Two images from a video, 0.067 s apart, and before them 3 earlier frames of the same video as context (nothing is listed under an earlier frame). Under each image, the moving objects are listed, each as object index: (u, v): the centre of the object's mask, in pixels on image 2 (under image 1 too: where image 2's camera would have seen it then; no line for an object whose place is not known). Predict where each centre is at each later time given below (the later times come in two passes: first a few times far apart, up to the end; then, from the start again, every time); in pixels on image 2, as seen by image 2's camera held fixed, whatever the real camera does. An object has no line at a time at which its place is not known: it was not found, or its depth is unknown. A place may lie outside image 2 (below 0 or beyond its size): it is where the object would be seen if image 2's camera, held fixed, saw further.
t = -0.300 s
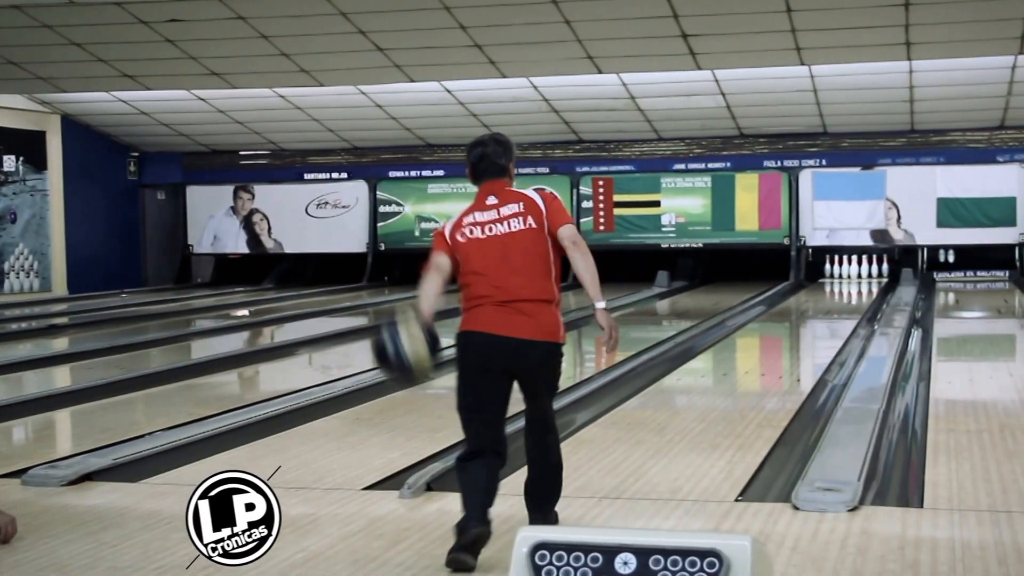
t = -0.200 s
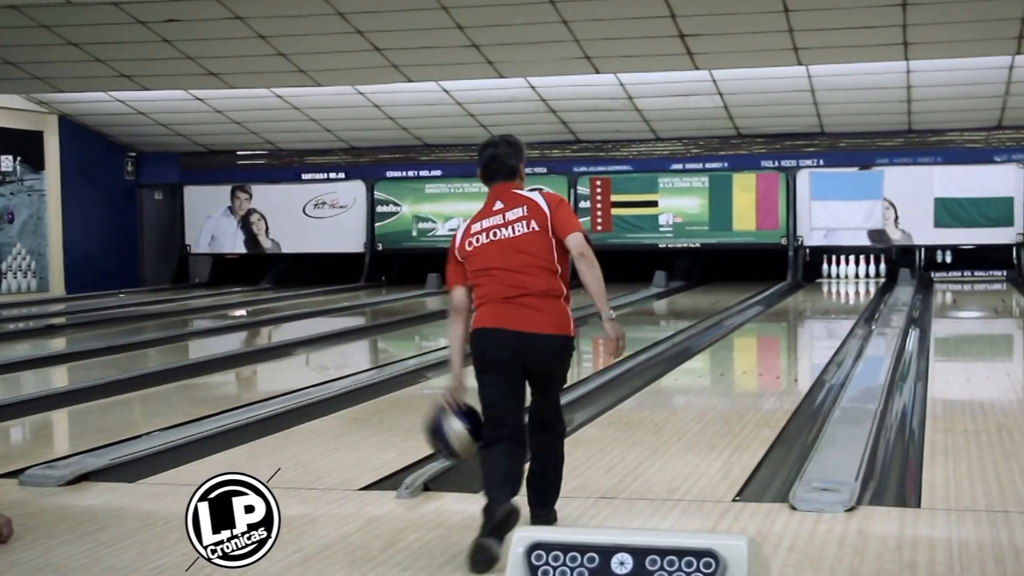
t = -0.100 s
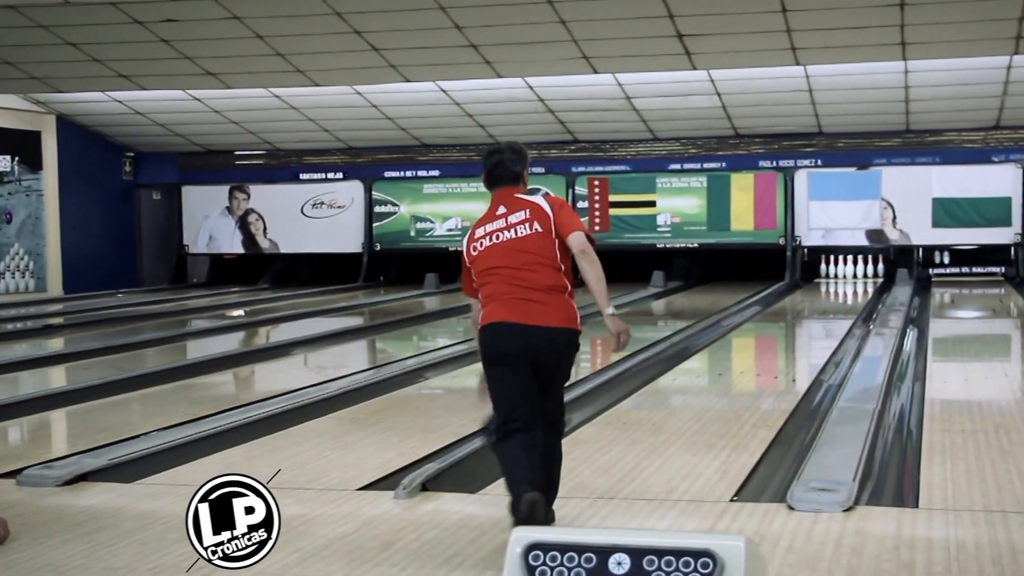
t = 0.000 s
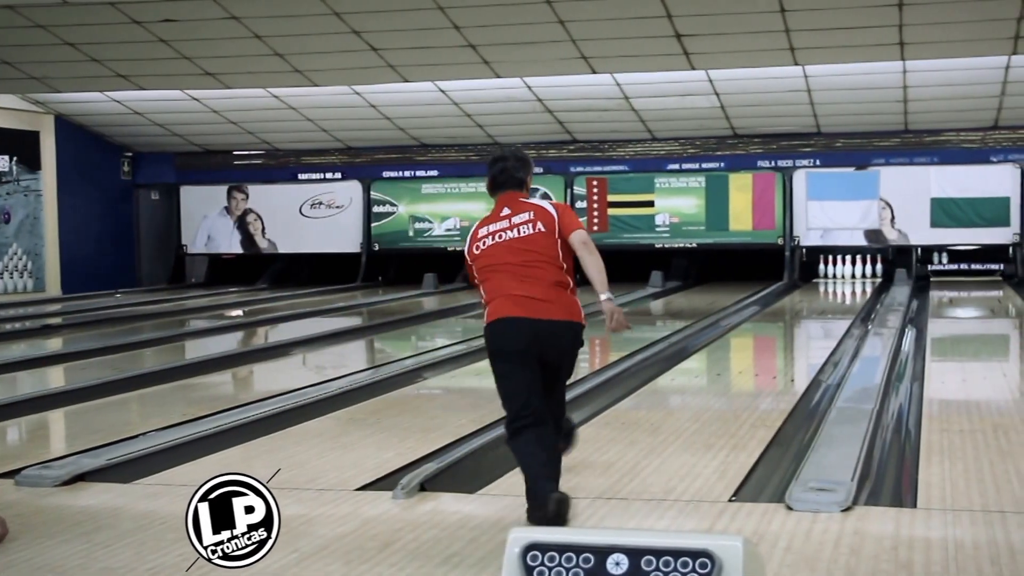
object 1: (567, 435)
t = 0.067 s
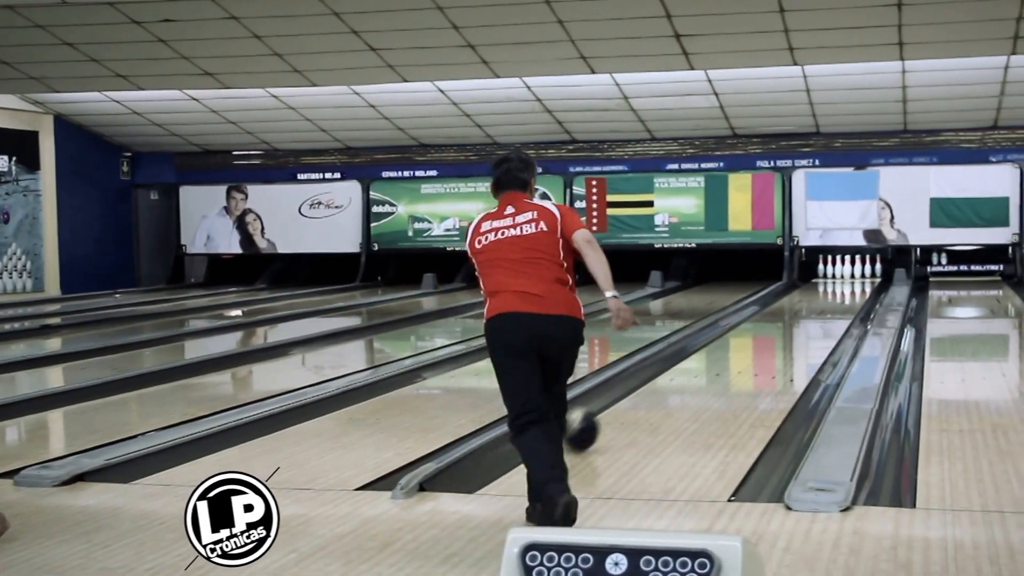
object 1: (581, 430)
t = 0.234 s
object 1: (627, 399)
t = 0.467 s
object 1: (677, 366)
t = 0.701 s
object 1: (713, 343)
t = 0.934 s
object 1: (740, 326)
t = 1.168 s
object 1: (761, 313)
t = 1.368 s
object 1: (776, 303)
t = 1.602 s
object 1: (791, 294)
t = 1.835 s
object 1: (803, 288)
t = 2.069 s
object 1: (813, 281)
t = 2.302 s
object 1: (823, 278)
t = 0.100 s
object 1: (590, 422)
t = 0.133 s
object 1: (600, 417)
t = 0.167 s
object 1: (610, 411)
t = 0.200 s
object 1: (618, 405)
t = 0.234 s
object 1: (627, 399)
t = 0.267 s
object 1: (635, 393)
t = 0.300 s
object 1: (643, 388)
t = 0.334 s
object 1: (651, 383)
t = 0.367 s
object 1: (658, 378)
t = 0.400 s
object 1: (664, 375)
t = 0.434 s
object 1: (672, 371)
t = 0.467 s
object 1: (677, 366)
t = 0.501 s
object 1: (683, 362)
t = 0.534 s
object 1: (689, 359)
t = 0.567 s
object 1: (694, 355)
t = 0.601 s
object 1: (699, 352)
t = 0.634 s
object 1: (704, 349)
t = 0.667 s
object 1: (709, 346)
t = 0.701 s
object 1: (713, 343)
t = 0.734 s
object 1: (717, 340)
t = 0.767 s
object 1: (721, 338)
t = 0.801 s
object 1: (725, 335)
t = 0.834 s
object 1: (729, 333)
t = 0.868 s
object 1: (733, 331)
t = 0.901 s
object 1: (736, 328)
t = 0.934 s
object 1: (740, 326)
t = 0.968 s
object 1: (743, 324)
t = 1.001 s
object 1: (746, 322)
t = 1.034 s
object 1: (750, 319)
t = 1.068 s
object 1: (753, 317)
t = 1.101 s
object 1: (755, 316)
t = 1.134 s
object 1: (758, 315)
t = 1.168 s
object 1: (761, 313)
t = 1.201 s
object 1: (763, 311)
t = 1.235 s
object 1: (766, 310)
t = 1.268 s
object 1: (769, 308)
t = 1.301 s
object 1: (771, 306)
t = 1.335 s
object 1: (773, 305)
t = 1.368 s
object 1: (776, 303)
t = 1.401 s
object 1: (779, 302)
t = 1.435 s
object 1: (781, 301)
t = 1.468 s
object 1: (782, 300)
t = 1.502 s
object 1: (784, 298)
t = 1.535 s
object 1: (786, 297)
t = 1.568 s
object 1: (788, 296)
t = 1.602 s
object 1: (791, 294)
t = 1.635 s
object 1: (792, 293)
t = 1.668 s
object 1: (794, 292)
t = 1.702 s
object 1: (797, 291)
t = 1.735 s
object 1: (797, 291)
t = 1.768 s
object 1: (799, 289)
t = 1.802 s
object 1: (800, 288)
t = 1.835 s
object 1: (803, 288)
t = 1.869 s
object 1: (804, 287)
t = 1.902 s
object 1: (807, 285)
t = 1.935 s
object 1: (807, 285)
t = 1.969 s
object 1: (807, 284)
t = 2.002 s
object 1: (809, 283)
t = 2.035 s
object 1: (812, 283)
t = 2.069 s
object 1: (813, 281)
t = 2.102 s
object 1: (813, 282)
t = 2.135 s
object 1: (814, 281)
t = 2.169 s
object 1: (817, 278)
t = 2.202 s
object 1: (820, 278)
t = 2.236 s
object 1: (818, 280)
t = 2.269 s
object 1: (819, 277)
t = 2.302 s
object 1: (823, 278)
